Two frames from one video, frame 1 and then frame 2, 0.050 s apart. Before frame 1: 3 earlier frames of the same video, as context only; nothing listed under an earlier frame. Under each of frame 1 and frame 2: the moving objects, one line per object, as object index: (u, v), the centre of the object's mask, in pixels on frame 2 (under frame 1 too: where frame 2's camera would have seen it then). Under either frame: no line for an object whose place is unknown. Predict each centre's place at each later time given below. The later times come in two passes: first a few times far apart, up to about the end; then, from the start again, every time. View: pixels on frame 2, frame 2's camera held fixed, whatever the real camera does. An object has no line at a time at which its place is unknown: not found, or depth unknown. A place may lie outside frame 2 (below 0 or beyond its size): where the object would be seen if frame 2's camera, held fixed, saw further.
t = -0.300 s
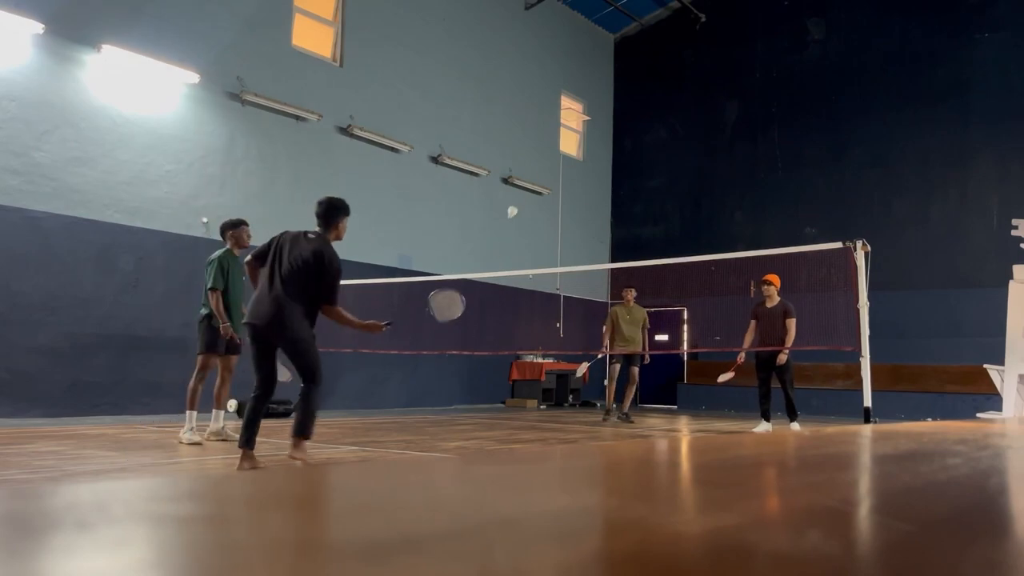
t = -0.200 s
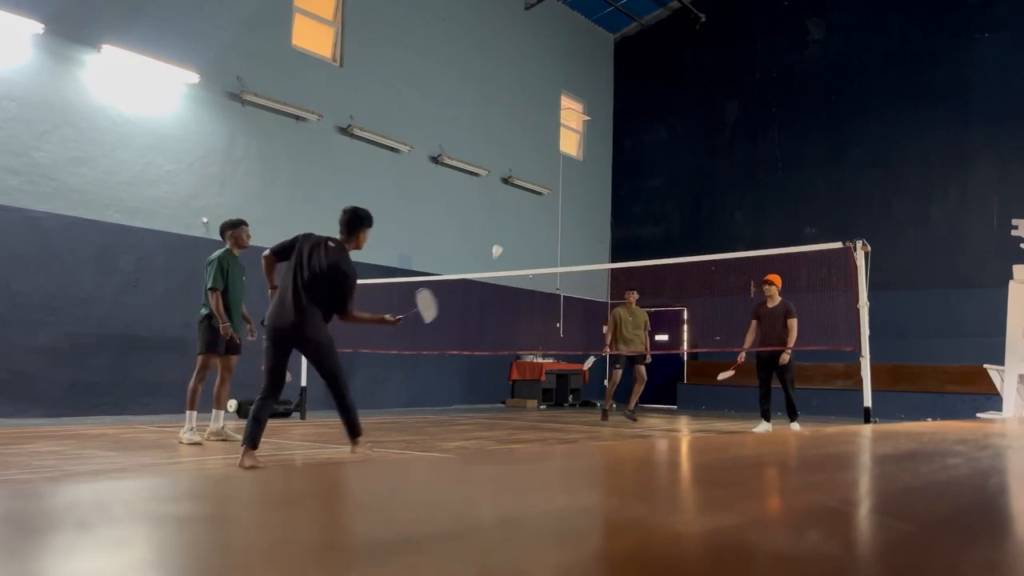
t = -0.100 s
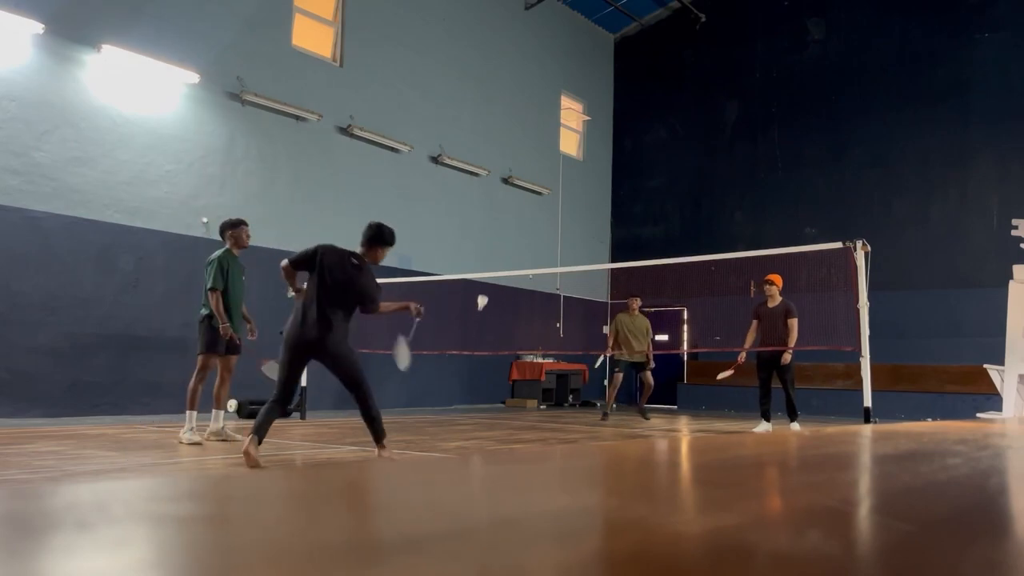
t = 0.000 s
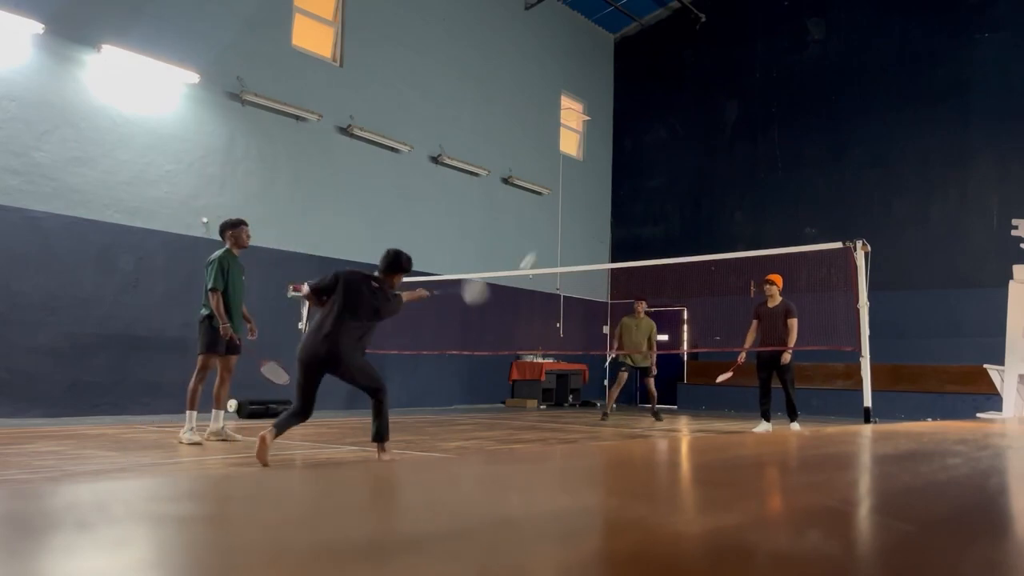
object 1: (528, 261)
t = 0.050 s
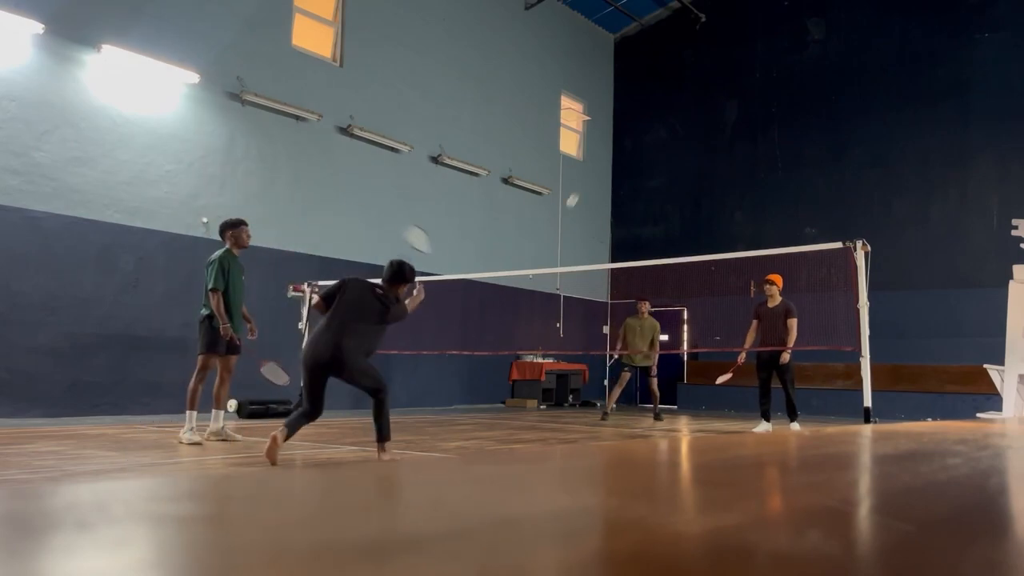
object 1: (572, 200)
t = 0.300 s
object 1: (672, 84)
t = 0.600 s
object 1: (725, 78)
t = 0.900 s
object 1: (758, 138)
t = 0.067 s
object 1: (582, 185)
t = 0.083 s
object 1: (591, 172)
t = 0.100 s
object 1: (600, 160)
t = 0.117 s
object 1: (608, 149)
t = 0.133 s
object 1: (616, 140)
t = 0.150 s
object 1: (623, 131)
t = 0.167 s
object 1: (630, 123)
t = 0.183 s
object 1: (637, 116)
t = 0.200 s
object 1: (642, 110)
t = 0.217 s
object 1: (648, 104)
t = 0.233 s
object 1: (653, 99)
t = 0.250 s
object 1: (658, 95)
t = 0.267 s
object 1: (663, 91)
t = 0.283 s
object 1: (667, 87)
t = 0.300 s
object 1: (672, 84)
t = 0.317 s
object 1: (676, 81)
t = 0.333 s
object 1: (680, 79)
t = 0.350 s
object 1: (683, 77)
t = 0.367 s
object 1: (687, 75)
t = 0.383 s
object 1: (690, 73)
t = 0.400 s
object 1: (694, 72)
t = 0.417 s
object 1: (696, 72)
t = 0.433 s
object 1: (700, 71)
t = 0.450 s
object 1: (702, 71)
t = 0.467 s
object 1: (705, 71)
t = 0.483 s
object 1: (708, 71)
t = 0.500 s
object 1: (711, 71)
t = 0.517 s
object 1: (713, 72)
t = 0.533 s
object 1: (716, 73)
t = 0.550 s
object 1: (718, 74)
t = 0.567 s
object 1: (721, 75)
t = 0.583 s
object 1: (723, 76)
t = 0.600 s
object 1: (725, 78)
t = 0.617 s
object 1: (727, 80)
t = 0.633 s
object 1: (730, 83)
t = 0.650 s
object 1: (732, 85)
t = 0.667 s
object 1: (734, 87)
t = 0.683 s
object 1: (736, 90)
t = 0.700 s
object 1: (738, 92)
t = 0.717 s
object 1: (740, 96)
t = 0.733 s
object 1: (742, 99)
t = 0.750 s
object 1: (743, 102)
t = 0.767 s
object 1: (745, 106)
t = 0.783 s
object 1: (747, 109)
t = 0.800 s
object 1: (749, 113)
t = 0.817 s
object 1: (750, 117)
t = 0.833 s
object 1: (752, 121)
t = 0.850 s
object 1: (753, 125)
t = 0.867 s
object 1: (755, 129)
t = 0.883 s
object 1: (757, 134)
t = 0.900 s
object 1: (758, 138)
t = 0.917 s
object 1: (760, 143)
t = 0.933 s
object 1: (761, 147)
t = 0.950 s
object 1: (762, 152)
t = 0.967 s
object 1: (764, 157)
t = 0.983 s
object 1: (765, 162)
